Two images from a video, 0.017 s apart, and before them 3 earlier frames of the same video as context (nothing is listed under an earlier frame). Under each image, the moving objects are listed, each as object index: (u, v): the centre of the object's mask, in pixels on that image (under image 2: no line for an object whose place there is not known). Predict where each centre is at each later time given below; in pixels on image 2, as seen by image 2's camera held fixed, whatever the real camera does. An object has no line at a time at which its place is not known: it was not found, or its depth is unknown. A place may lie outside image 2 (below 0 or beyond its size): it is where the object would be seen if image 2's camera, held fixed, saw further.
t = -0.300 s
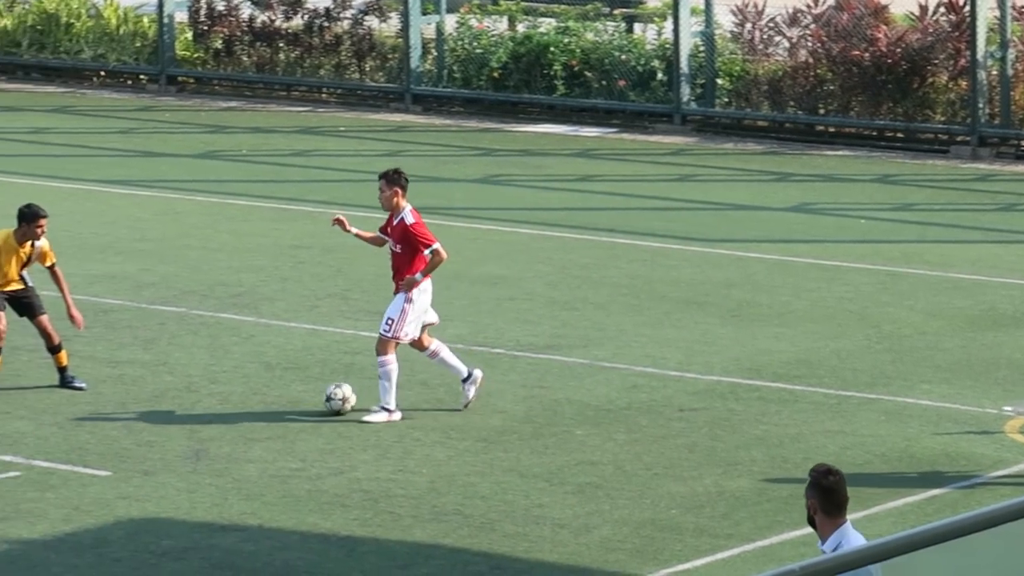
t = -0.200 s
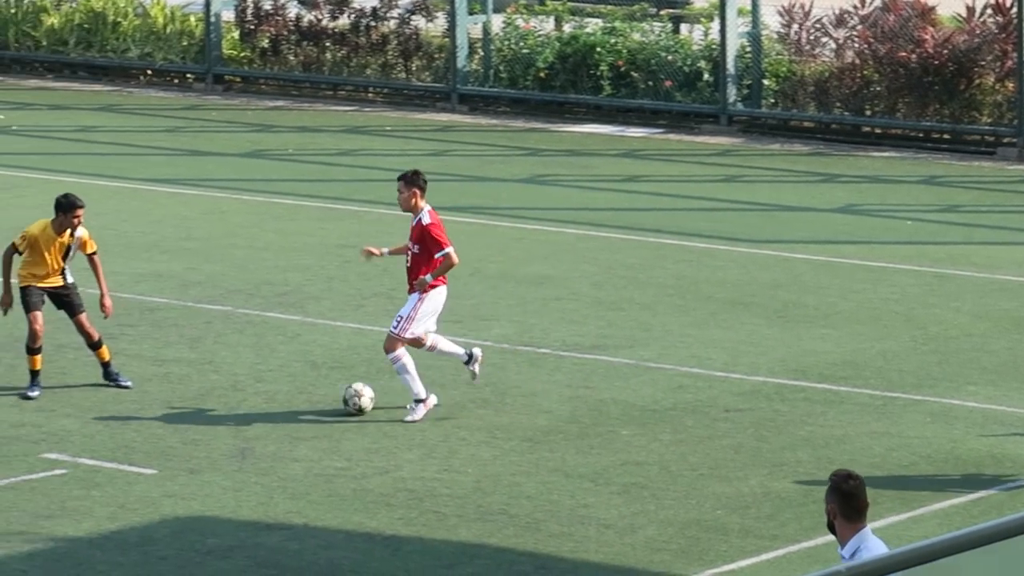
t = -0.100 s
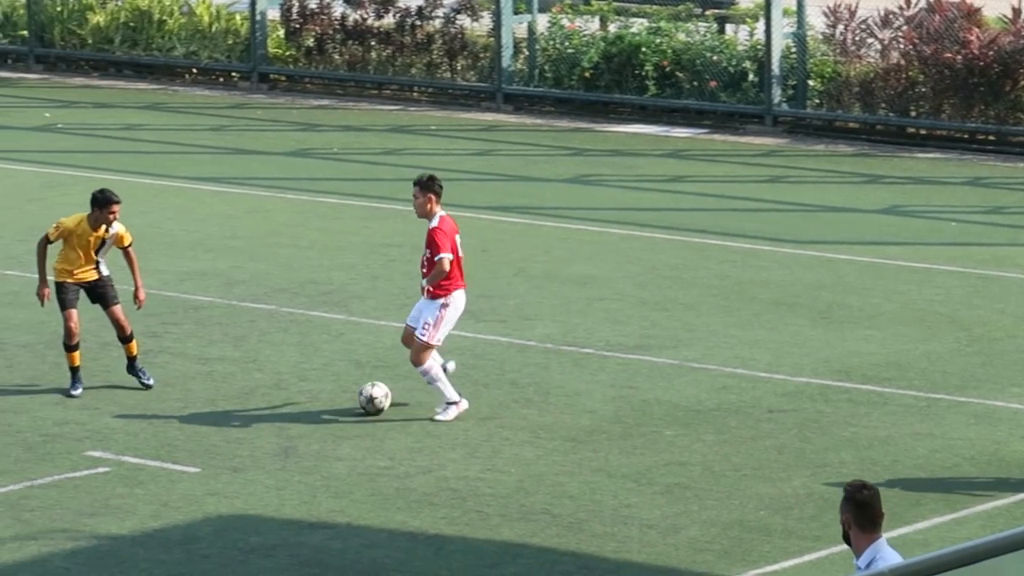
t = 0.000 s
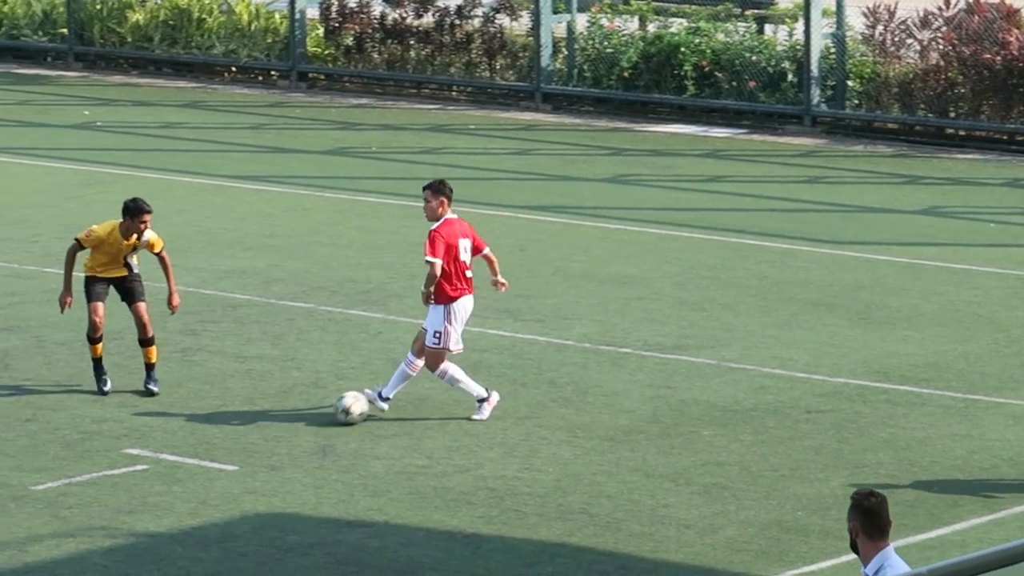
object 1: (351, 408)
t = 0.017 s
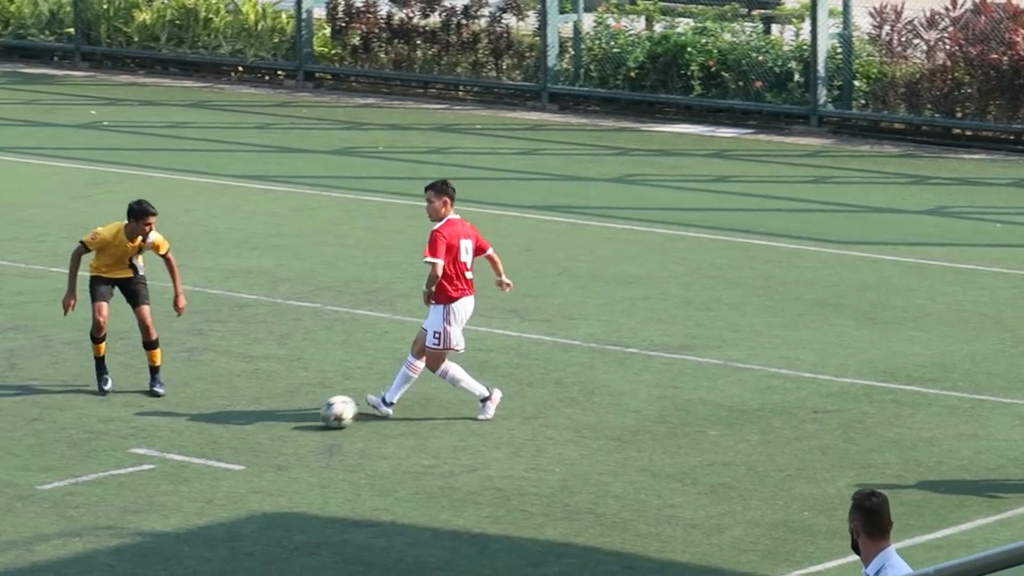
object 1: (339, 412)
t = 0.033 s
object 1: (321, 416)
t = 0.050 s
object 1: (302, 420)
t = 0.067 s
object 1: (283, 424)
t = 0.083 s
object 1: (265, 429)
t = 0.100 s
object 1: (246, 434)
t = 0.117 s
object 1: (228, 438)
